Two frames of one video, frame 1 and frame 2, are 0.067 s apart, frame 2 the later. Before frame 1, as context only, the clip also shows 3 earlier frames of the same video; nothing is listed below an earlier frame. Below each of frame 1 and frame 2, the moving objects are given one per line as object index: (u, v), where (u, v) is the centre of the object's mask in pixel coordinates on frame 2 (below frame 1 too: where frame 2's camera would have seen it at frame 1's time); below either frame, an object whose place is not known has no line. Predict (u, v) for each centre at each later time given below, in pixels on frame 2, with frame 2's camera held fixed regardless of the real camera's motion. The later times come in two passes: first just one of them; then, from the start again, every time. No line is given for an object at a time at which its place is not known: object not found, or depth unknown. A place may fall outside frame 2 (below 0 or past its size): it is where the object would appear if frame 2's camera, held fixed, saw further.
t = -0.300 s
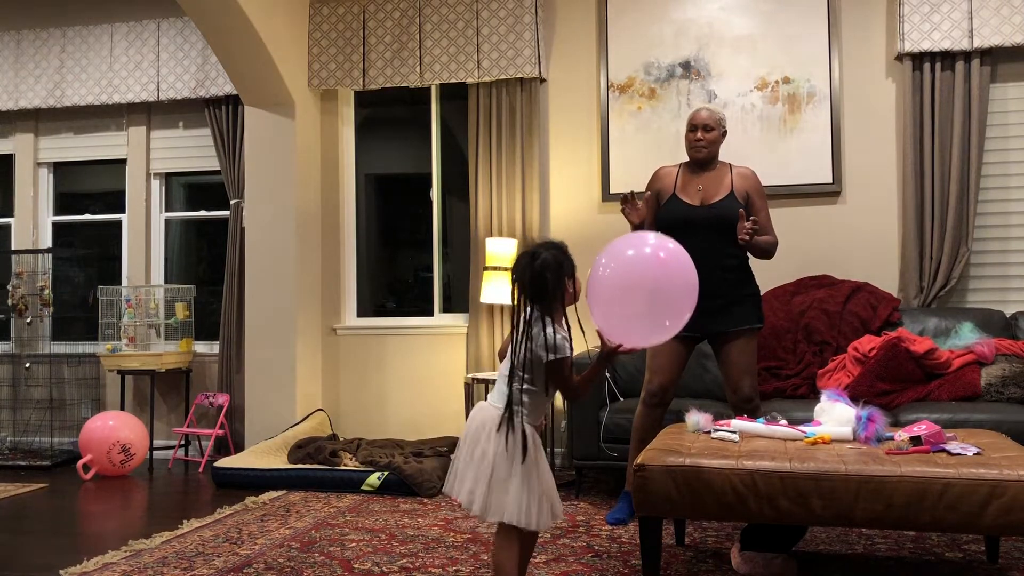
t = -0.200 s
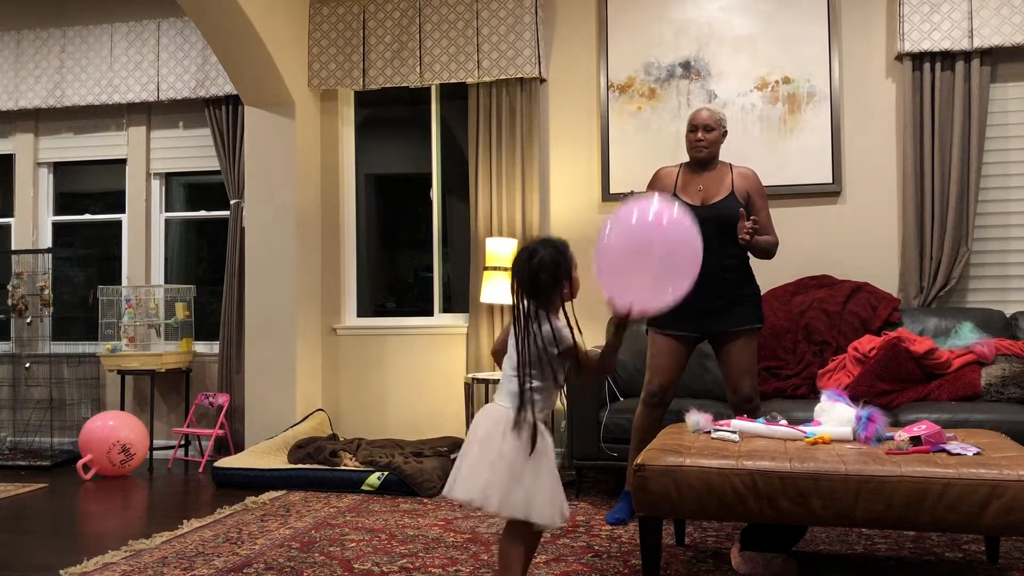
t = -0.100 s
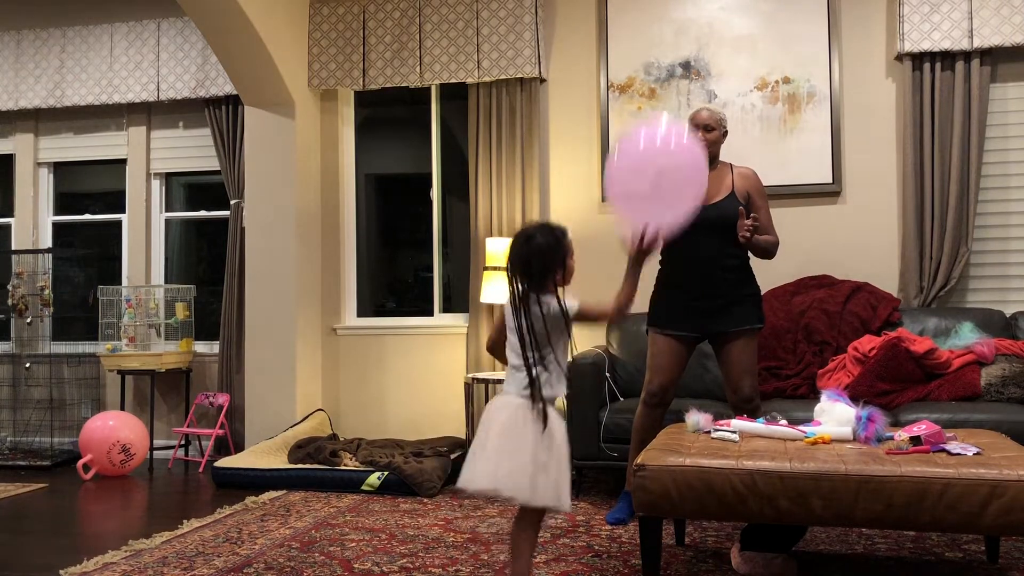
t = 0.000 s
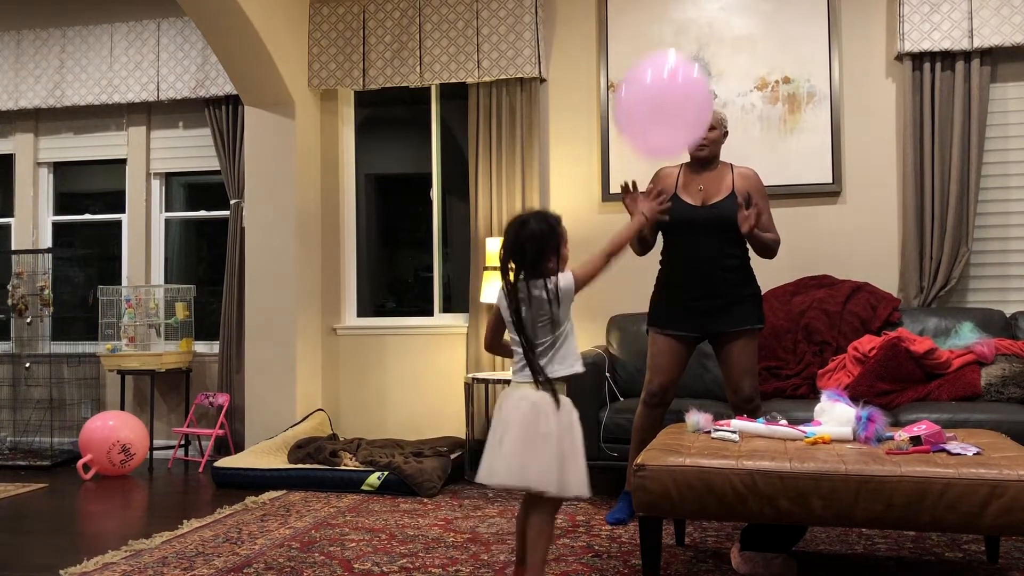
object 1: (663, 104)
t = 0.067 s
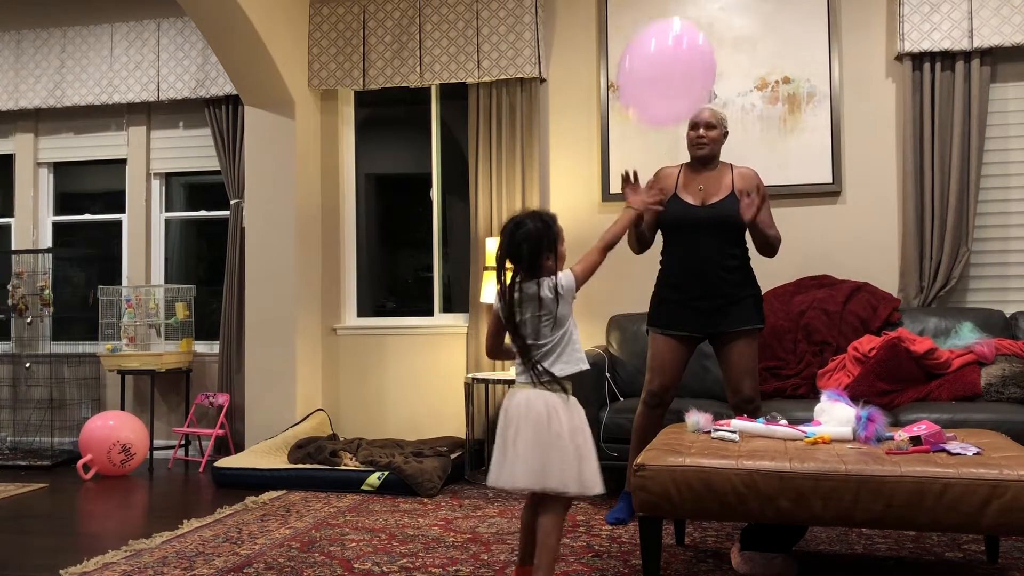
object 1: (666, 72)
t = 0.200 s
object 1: (669, 41)
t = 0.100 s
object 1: (668, 60)
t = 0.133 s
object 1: (669, 51)
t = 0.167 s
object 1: (669, 45)
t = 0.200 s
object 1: (669, 41)
